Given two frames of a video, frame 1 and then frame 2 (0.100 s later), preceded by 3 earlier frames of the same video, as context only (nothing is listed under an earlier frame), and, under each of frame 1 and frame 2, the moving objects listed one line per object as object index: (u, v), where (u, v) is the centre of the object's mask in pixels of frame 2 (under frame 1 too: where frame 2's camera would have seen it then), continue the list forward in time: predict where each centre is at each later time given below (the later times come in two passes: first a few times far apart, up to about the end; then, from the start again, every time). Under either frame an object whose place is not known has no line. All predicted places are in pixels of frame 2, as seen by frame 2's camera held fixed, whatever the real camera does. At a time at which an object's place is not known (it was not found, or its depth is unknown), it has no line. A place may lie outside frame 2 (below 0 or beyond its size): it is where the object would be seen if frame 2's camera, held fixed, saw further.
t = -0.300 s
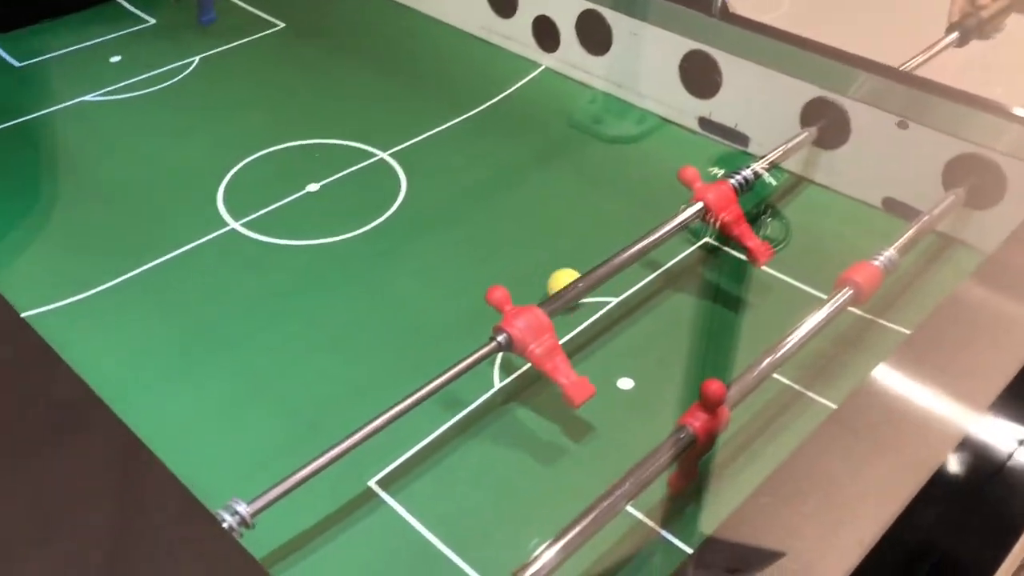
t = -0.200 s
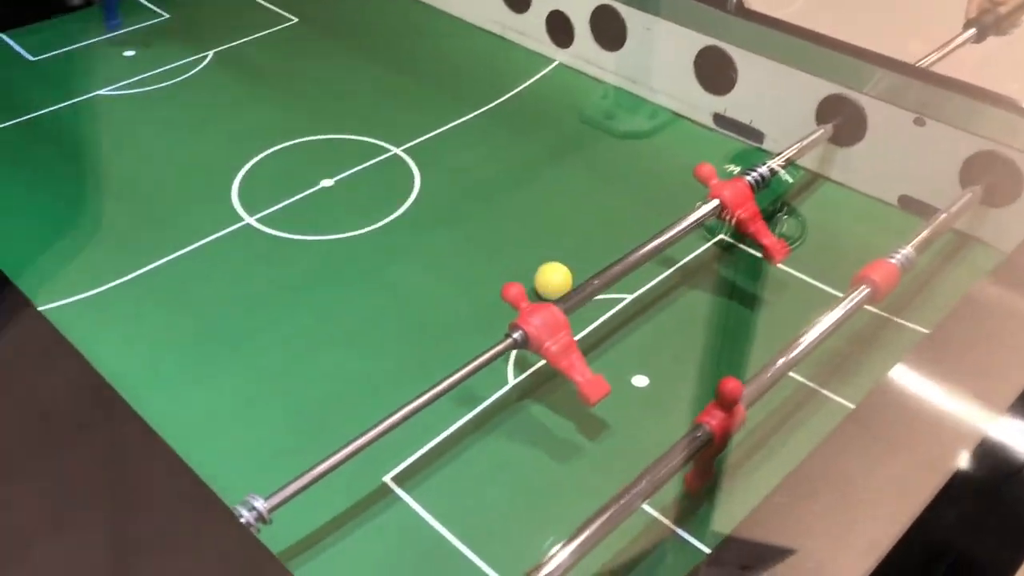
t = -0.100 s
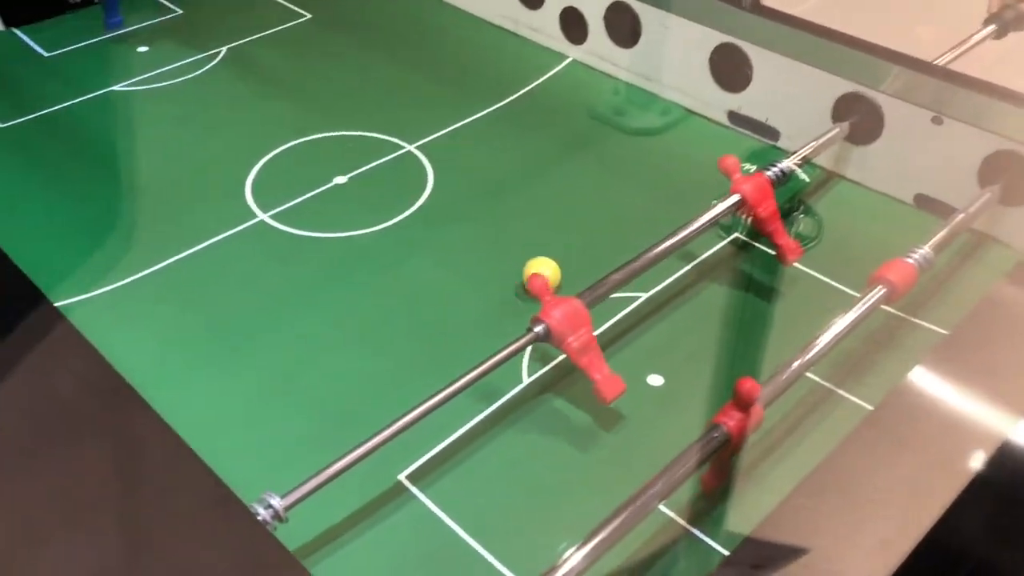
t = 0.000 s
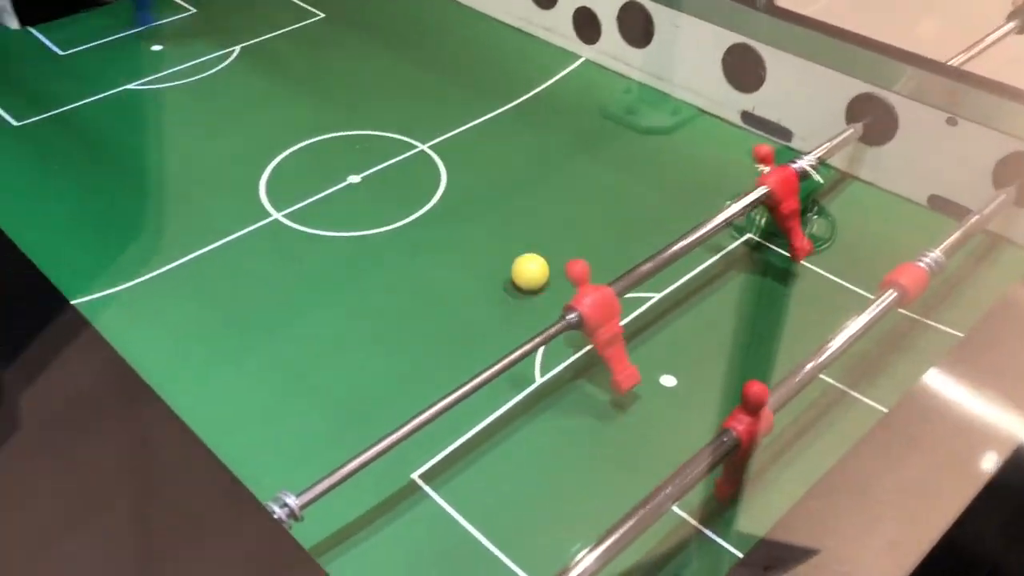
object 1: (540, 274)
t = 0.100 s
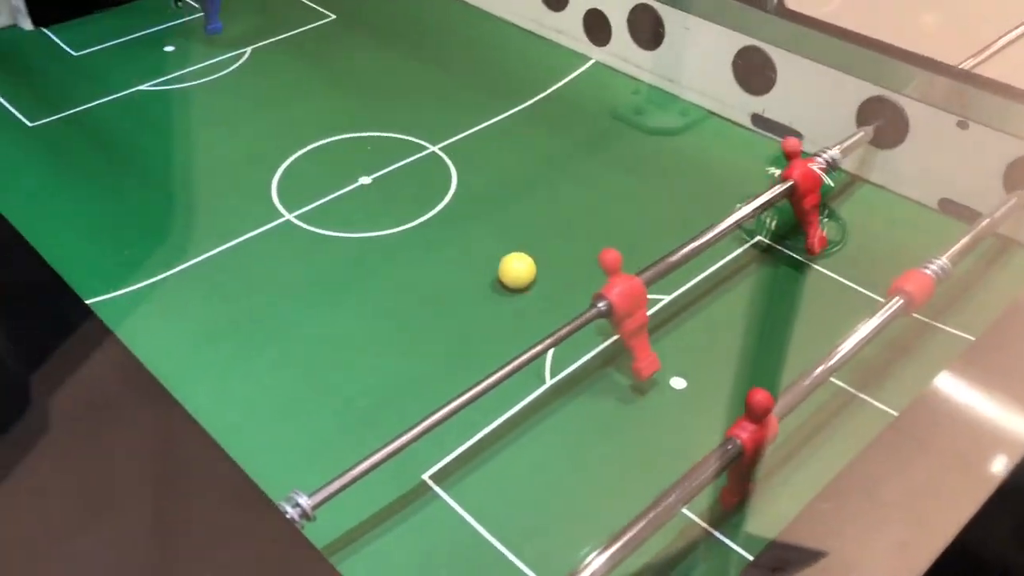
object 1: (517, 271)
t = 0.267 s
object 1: (481, 269)
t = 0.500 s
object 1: (441, 266)
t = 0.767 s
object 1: (405, 260)
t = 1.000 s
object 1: (382, 258)
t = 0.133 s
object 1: (509, 270)
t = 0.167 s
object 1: (502, 270)
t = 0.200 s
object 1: (495, 269)
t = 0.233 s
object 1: (488, 269)
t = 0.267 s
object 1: (481, 269)
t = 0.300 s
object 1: (475, 269)
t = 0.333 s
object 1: (468, 268)
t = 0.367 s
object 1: (462, 268)
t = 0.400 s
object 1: (457, 267)
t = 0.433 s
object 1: (451, 267)
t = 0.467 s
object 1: (446, 266)
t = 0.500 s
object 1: (441, 266)
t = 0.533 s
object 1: (436, 265)
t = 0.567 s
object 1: (431, 264)
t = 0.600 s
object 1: (426, 263)
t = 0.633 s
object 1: (421, 262)
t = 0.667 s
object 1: (417, 262)
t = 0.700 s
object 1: (412, 261)
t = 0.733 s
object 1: (408, 260)
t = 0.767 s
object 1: (405, 260)
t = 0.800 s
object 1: (401, 259)
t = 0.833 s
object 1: (397, 259)
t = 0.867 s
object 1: (394, 258)
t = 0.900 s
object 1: (391, 258)
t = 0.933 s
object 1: (387, 258)
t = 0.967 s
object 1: (384, 258)
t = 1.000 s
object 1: (382, 258)
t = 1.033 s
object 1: (379, 258)
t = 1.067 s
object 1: (376, 257)
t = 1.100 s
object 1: (375, 257)
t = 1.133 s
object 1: (373, 257)
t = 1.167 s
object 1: (372, 257)
